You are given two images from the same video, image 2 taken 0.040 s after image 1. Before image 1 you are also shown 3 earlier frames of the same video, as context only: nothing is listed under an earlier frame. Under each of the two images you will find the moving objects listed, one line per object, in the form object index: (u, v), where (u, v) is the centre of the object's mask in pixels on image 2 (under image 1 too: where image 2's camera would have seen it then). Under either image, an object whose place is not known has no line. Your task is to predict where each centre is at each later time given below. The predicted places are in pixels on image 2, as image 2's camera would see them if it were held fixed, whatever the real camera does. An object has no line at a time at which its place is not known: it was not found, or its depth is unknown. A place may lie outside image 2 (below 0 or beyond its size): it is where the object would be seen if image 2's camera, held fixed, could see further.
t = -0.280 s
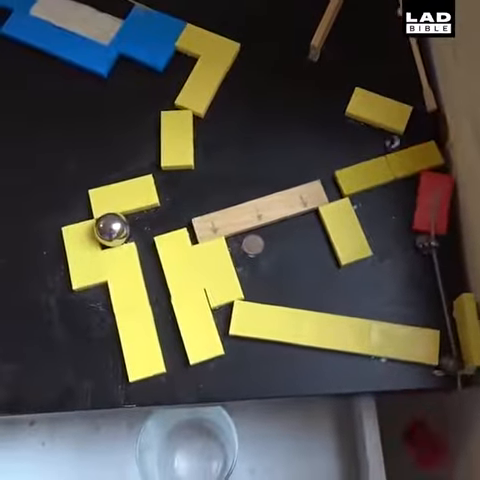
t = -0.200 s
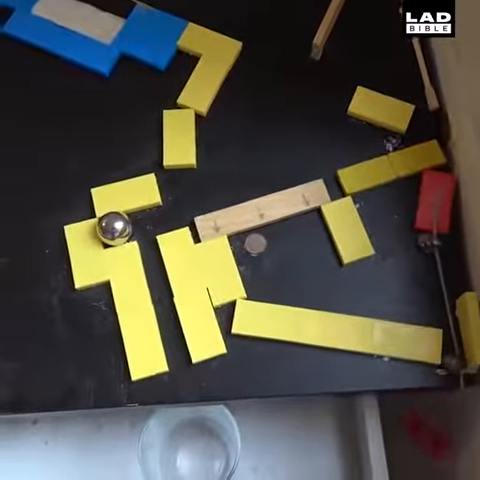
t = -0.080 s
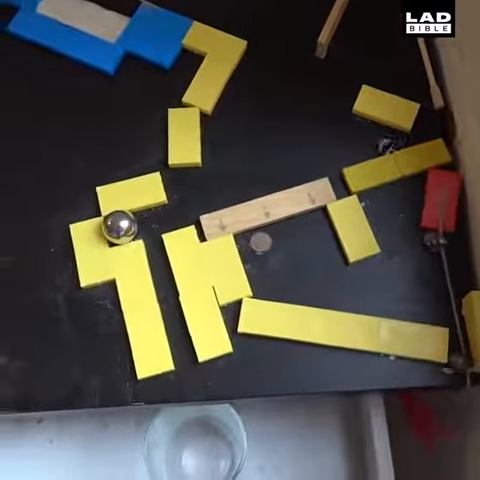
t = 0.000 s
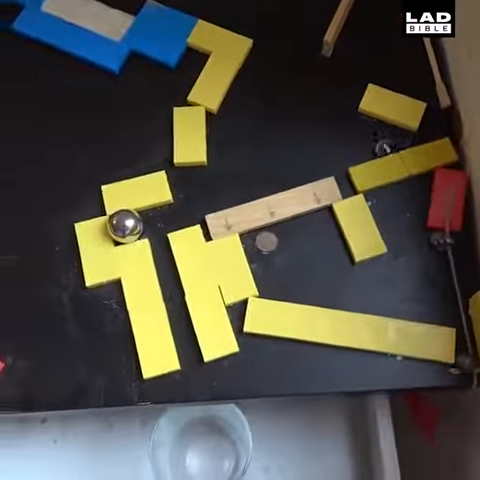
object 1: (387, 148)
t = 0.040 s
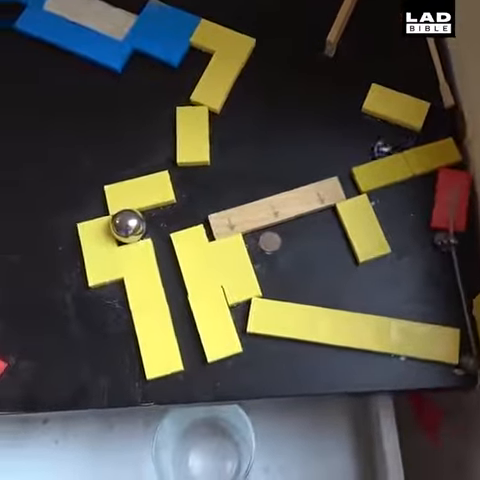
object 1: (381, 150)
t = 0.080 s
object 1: (377, 151)
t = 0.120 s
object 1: (372, 153)
